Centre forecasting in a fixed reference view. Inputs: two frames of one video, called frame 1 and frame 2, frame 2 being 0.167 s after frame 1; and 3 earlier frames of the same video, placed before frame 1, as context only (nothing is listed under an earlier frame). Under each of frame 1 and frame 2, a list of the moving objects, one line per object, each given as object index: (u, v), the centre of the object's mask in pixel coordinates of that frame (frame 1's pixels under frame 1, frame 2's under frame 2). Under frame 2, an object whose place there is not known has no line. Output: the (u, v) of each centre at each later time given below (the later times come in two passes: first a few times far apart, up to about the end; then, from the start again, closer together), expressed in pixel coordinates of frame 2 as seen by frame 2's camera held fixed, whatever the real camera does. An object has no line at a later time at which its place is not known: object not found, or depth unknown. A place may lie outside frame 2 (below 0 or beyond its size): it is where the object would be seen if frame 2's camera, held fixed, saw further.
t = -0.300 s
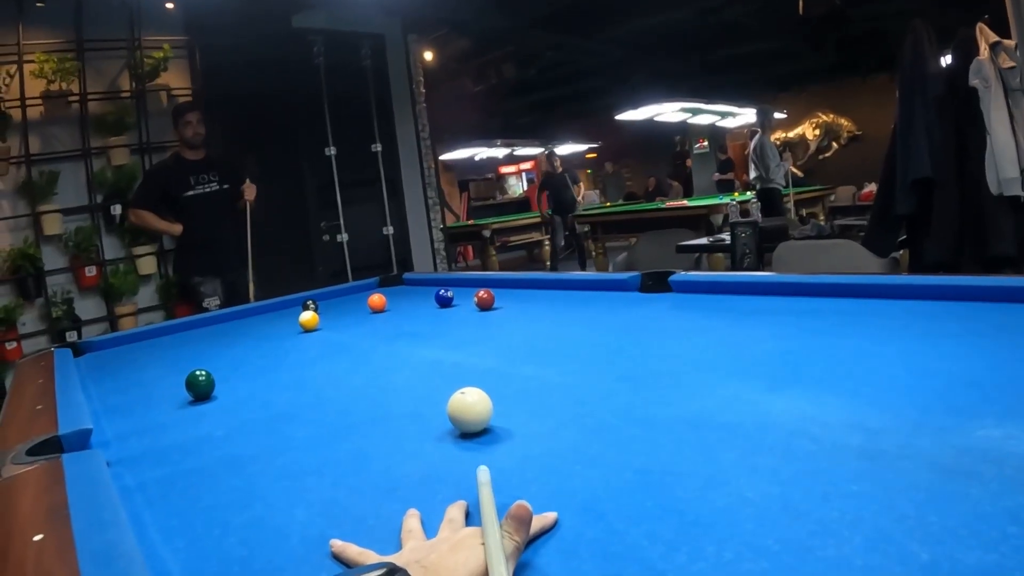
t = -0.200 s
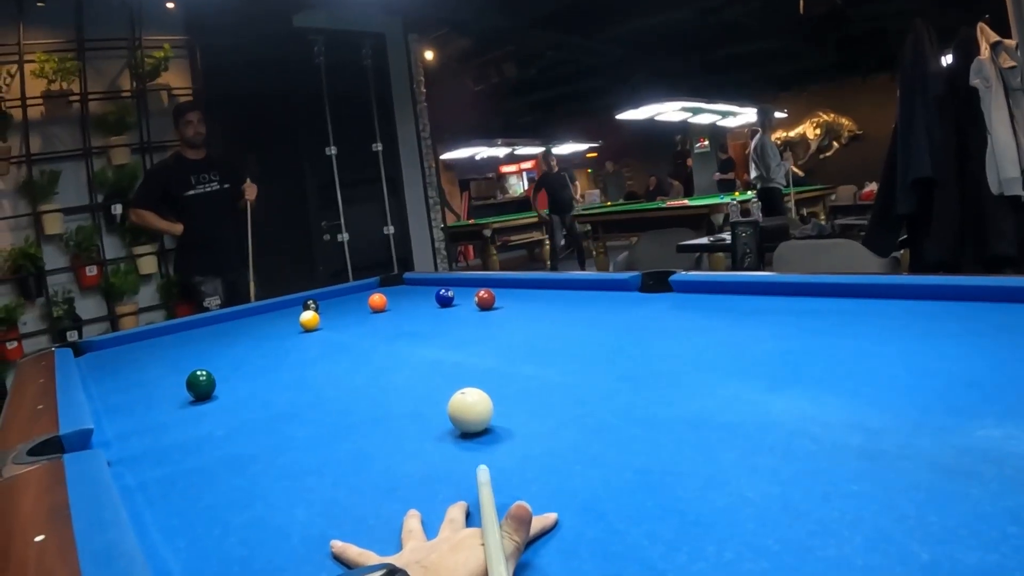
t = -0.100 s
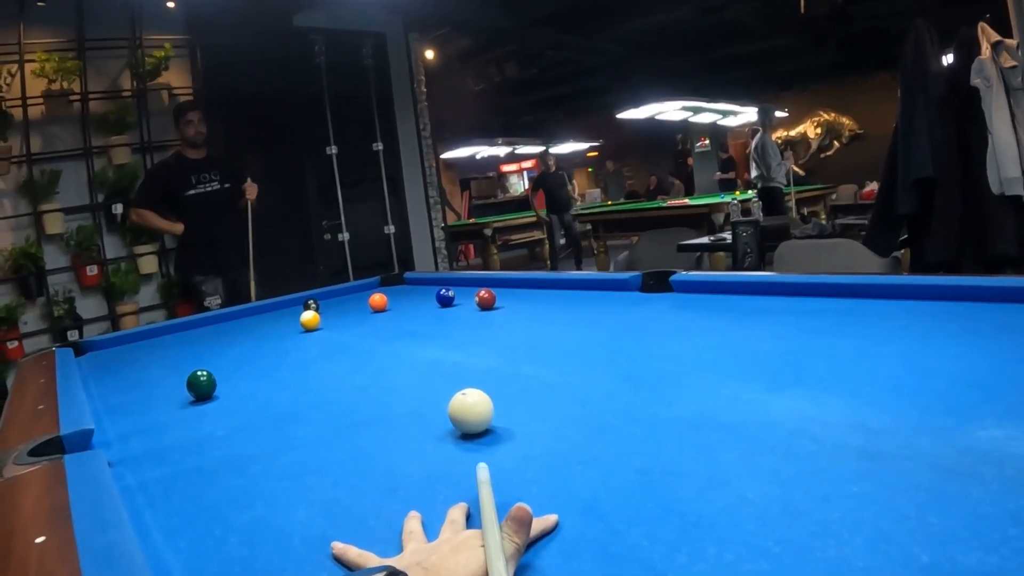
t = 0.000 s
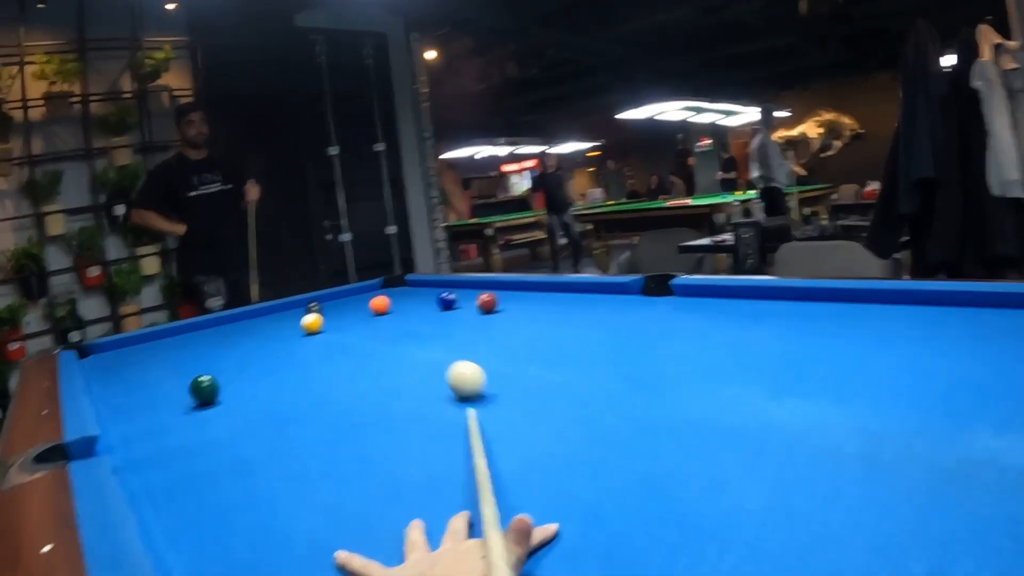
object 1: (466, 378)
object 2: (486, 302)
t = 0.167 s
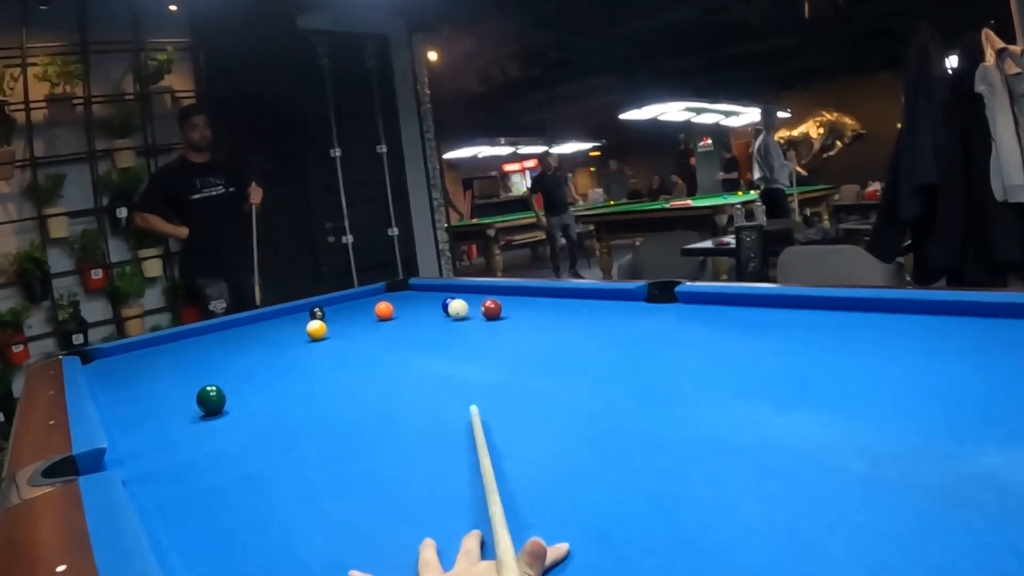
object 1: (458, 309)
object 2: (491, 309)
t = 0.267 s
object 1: (492, 297)
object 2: (492, 309)
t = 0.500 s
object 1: (542, 291)
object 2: (492, 308)
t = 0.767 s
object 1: (536, 300)
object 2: (491, 308)
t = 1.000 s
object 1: (532, 308)
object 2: (491, 308)
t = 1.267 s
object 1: (524, 319)
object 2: (490, 307)
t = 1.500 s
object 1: (512, 331)
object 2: (485, 307)
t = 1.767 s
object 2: (473, 308)
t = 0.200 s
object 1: (468, 305)
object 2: (491, 309)
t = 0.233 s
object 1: (479, 302)
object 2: (493, 309)
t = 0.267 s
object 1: (492, 297)
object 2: (492, 309)
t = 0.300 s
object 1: (503, 297)
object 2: (492, 309)
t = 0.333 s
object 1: (512, 296)
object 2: (492, 308)
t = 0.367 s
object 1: (520, 294)
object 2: (492, 308)
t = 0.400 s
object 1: (529, 293)
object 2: (492, 308)
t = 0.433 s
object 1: (536, 291)
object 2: (492, 308)
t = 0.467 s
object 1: (544, 290)
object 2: (492, 308)
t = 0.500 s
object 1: (542, 291)
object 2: (492, 308)
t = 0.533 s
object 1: (542, 292)
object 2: (492, 308)
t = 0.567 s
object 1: (541, 293)
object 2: (491, 308)
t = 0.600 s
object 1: (540, 294)
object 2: (491, 308)
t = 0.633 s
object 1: (539, 295)
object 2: (491, 308)
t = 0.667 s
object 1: (538, 297)
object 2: (491, 308)
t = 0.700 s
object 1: (537, 298)
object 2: (491, 308)
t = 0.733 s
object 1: (537, 299)
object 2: (491, 308)
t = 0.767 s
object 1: (536, 300)
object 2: (491, 308)
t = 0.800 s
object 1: (536, 301)
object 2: (491, 308)
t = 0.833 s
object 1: (535, 302)
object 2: (491, 308)
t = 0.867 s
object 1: (535, 303)
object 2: (491, 308)
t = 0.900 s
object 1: (534, 305)
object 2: (491, 307)
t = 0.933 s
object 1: (533, 306)
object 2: (491, 308)
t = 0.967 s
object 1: (532, 307)
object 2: (491, 307)
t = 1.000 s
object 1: (532, 308)
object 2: (491, 308)
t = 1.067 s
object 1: (530, 311)
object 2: (491, 307)
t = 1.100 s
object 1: (529, 312)
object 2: (491, 307)
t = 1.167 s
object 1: (528, 315)
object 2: (491, 307)
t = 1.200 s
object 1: (527, 316)
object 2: (491, 307)
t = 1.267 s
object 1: (524, 319)
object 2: (490, 307)
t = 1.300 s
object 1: (523, 321)
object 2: (490, 307)
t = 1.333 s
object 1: (522, 323)
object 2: (490, 307)
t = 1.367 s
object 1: (520, 324)
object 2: (489, 307)
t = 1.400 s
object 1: (518, 326)
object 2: (488, 307)
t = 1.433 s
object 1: (517, 328)
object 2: (488, 307)
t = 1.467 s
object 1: (514, 329)
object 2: (487, 307)
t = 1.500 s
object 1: (512, 331)
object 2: (485, 307)
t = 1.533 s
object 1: (509, 333)
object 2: (484, 307)
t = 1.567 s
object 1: (505, 335)
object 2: (482, 307)
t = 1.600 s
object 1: (502, 337)
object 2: (481, 307)
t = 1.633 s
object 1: (499, 339)
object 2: (479, 307)
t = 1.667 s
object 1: (496, 341)
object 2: (478, 307)
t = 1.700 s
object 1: (493, 343)
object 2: (476, 307)
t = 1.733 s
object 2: (475, 308)
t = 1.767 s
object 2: (473, 308)
